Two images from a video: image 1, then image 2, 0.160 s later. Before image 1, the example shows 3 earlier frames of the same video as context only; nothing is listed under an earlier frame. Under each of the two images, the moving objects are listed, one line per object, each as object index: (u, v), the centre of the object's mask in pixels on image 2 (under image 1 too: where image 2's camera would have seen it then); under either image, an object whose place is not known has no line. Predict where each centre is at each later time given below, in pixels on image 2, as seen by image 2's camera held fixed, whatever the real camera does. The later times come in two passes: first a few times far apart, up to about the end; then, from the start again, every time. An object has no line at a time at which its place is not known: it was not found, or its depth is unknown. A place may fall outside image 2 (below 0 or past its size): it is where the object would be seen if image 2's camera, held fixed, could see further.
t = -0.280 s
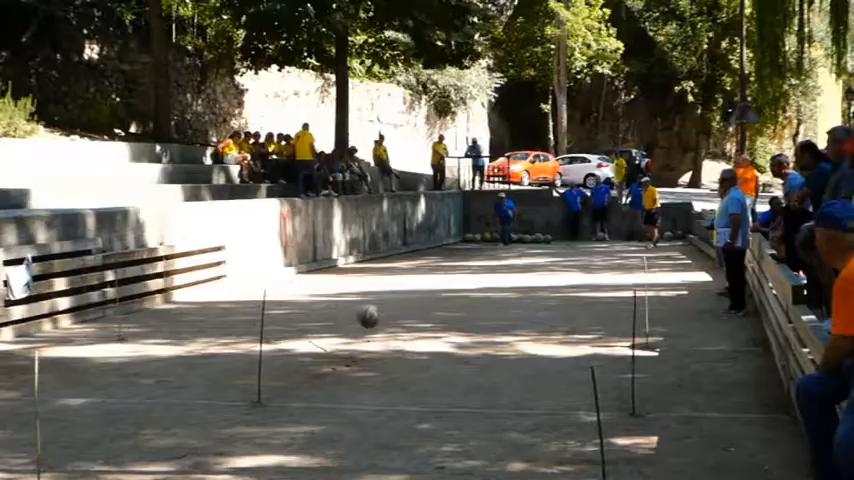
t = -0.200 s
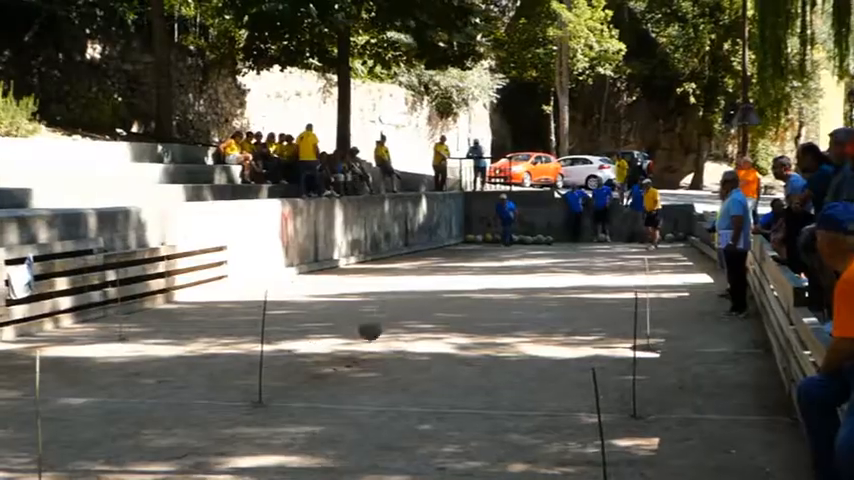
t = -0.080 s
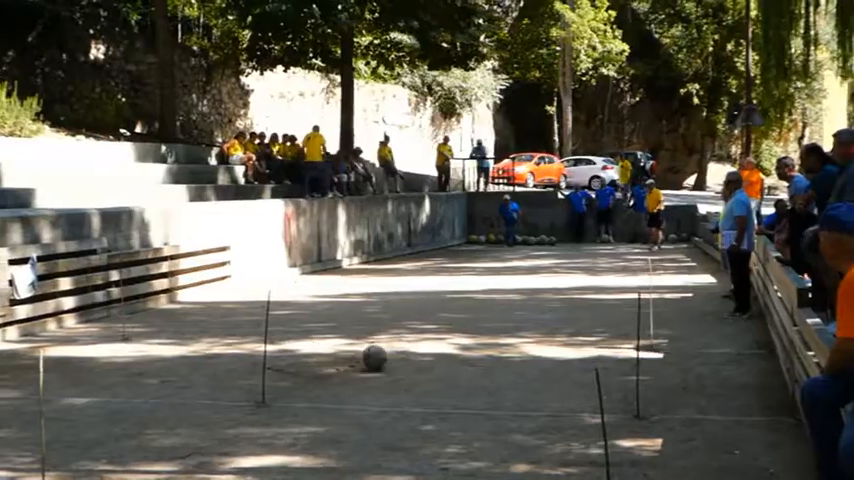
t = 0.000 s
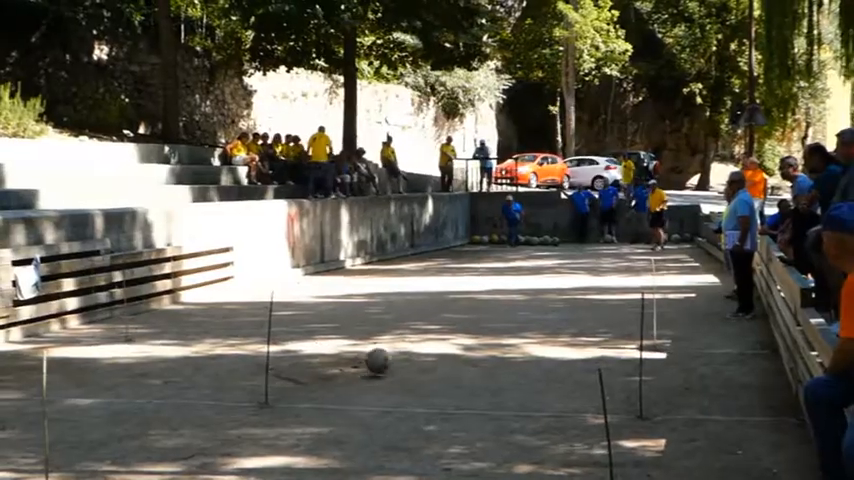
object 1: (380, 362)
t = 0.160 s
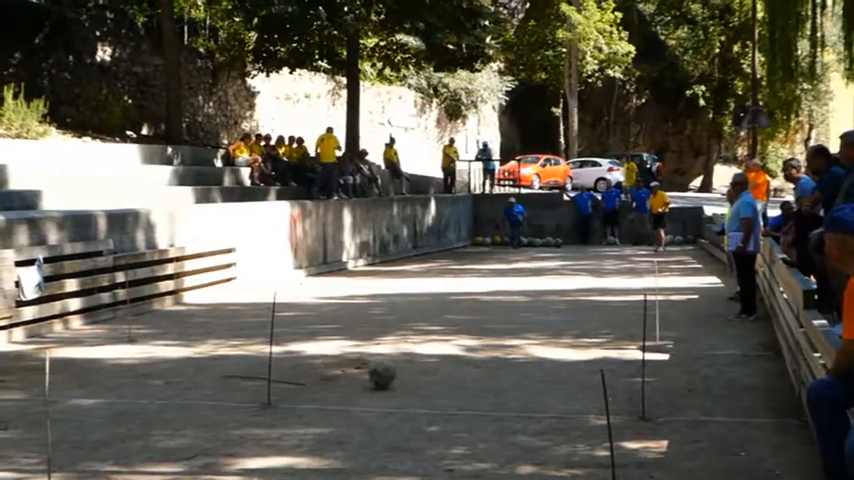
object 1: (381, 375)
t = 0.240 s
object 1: (383, 381)
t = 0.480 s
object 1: (386, 397)
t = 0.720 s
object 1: (390, 419)
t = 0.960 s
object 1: (395, 443)
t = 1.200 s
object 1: (400, 470)
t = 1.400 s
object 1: (406, 496)
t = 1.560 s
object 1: (412, 521)
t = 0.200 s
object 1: (382, 378)
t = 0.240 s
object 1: (383, 381)
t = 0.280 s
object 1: (382, 384)
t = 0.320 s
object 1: (383, 386)
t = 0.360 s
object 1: (384, 390)
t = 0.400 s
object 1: (385, 392)
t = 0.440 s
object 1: (385, 394)
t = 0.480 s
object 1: (386, 397)
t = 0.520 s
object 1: (386, 402)
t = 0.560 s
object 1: (388, 406)
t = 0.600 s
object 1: (389, 409)
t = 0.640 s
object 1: (389, 412)
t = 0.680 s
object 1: (389, 417)
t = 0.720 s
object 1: (390, 419)
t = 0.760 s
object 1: (391, 424)
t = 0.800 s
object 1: (391, 427)
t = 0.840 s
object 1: (392, 430)
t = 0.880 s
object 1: (394, 433)
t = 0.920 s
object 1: (395, 439)
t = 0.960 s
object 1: (395, 443)
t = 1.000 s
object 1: (395, 446)
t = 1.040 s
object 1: (397, 450)
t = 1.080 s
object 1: (397, 454)
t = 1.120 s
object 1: (399, 459)
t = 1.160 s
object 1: (399, 464)
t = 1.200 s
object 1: (400, 470)
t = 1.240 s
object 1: (402, 475)
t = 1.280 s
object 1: (402, 479)
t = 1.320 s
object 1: (404, 485)
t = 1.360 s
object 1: (404, 491)
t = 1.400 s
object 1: (406, 496)
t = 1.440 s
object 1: (407, 504)
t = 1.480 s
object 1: (409, 509)
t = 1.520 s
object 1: (411, 516)
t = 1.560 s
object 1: (412, 521)
